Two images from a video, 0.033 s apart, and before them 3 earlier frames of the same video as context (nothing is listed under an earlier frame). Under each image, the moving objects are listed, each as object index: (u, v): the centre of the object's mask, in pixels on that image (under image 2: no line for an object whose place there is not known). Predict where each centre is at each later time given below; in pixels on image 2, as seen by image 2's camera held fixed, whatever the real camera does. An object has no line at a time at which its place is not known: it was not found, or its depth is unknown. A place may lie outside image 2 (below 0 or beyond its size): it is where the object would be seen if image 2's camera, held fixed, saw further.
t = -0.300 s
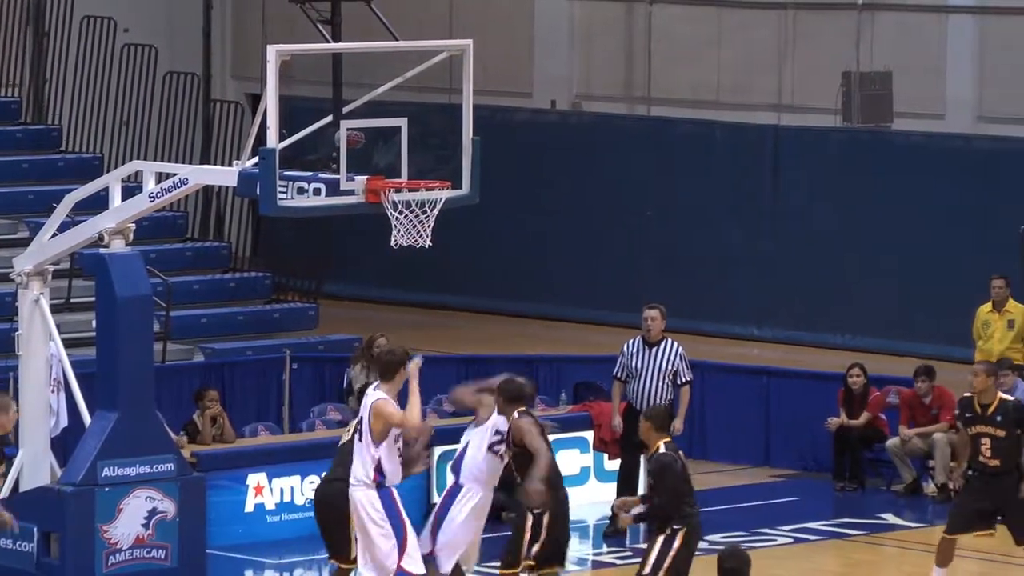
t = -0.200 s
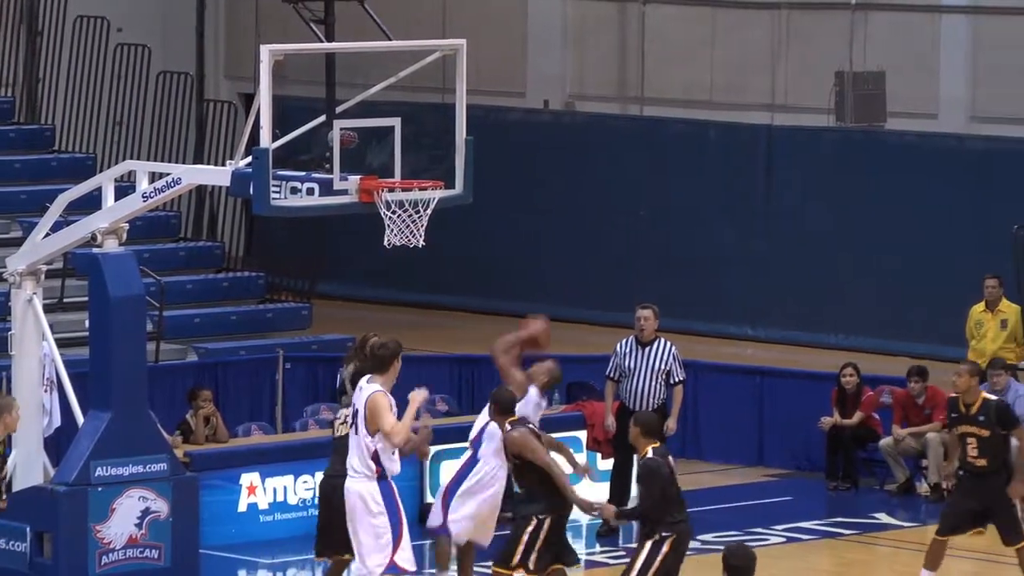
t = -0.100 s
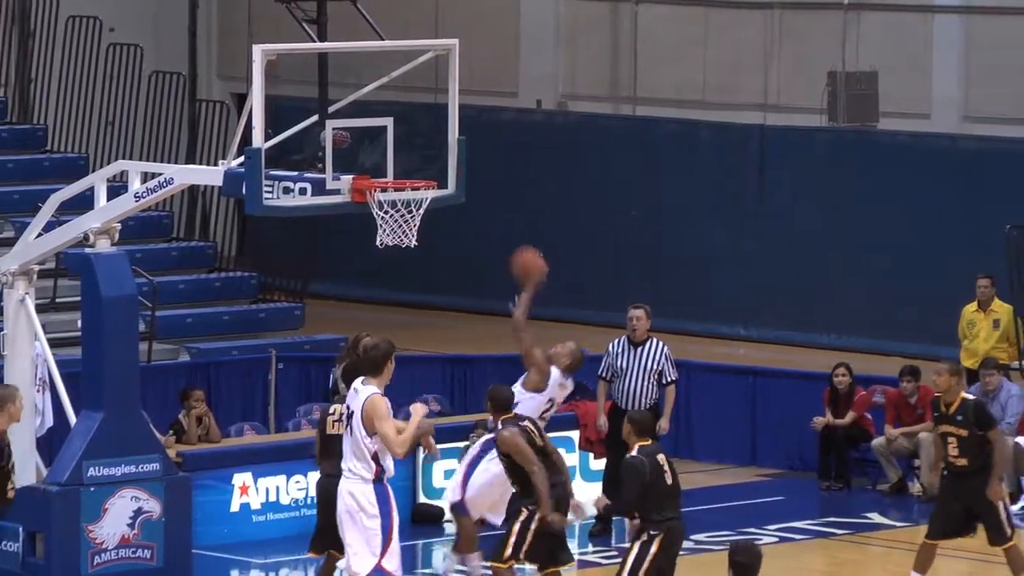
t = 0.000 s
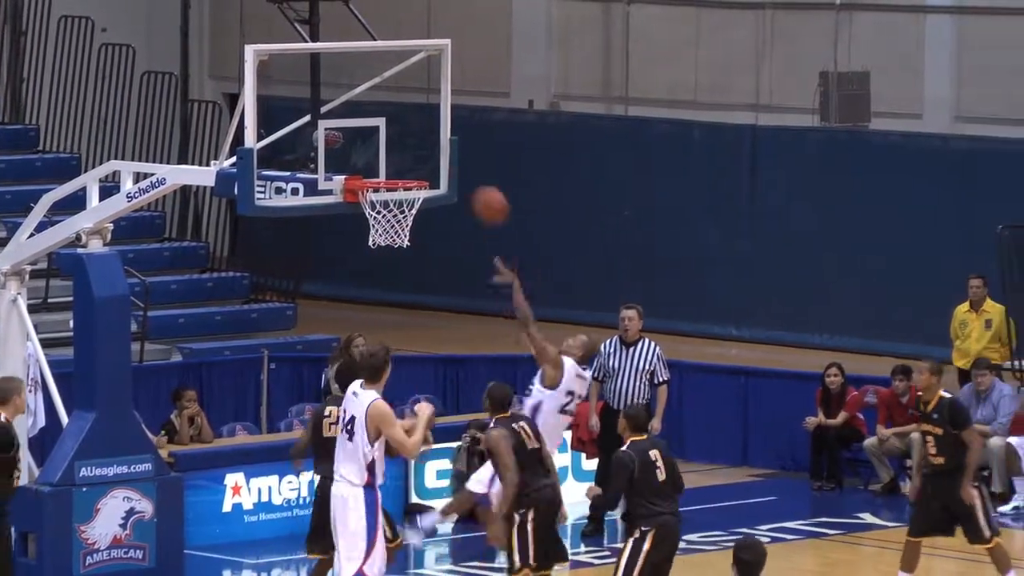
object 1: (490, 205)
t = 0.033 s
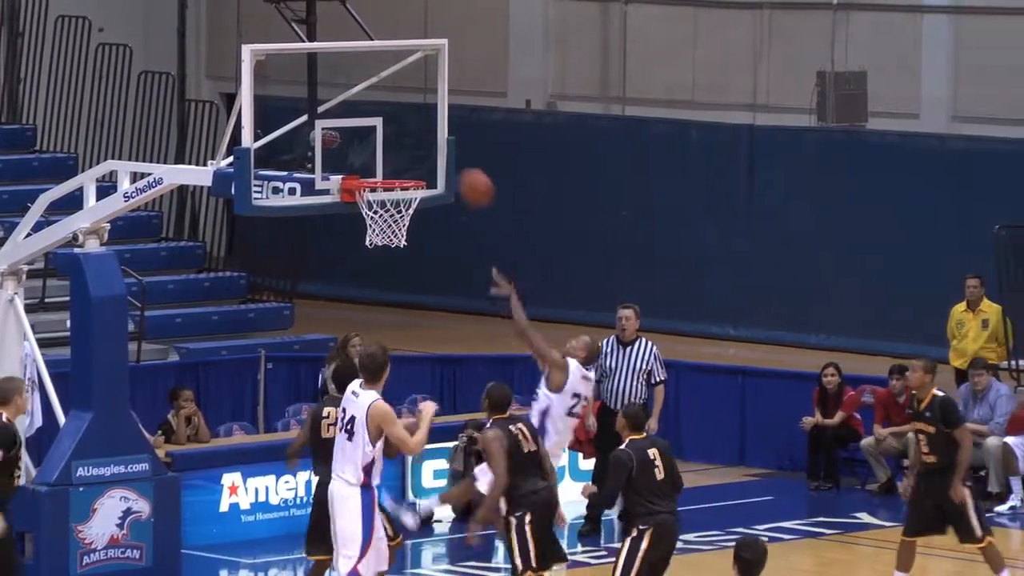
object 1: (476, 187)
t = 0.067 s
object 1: (464, 171)
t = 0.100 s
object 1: (452, 158)
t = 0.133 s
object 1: (440, 144)
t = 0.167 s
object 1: (426, 132)
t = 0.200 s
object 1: (415, 123)
